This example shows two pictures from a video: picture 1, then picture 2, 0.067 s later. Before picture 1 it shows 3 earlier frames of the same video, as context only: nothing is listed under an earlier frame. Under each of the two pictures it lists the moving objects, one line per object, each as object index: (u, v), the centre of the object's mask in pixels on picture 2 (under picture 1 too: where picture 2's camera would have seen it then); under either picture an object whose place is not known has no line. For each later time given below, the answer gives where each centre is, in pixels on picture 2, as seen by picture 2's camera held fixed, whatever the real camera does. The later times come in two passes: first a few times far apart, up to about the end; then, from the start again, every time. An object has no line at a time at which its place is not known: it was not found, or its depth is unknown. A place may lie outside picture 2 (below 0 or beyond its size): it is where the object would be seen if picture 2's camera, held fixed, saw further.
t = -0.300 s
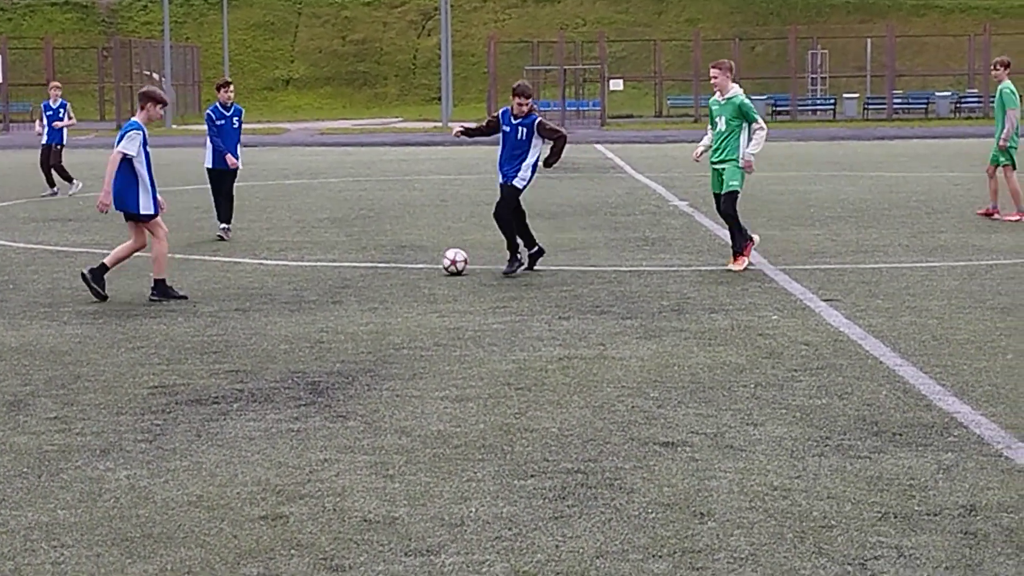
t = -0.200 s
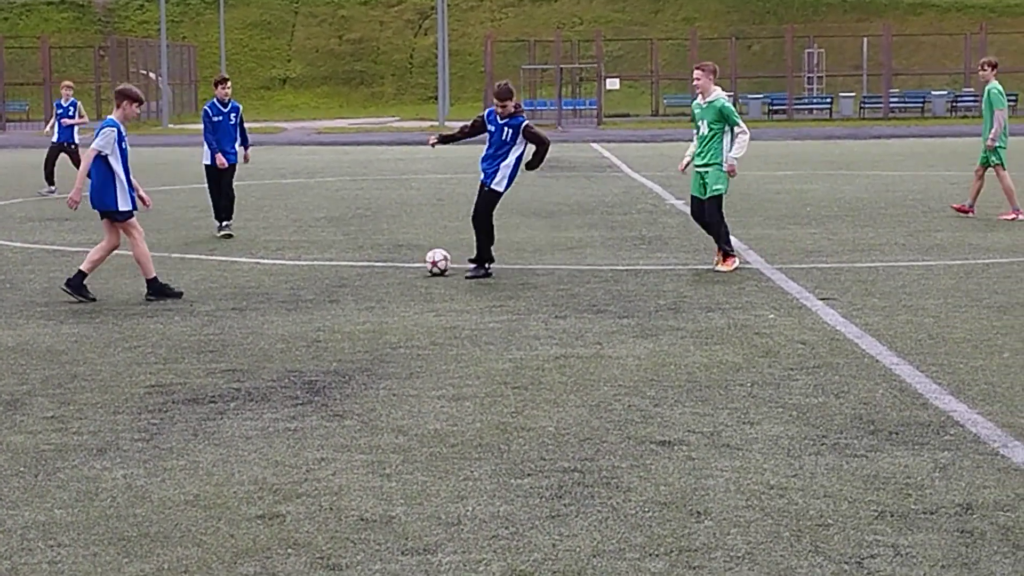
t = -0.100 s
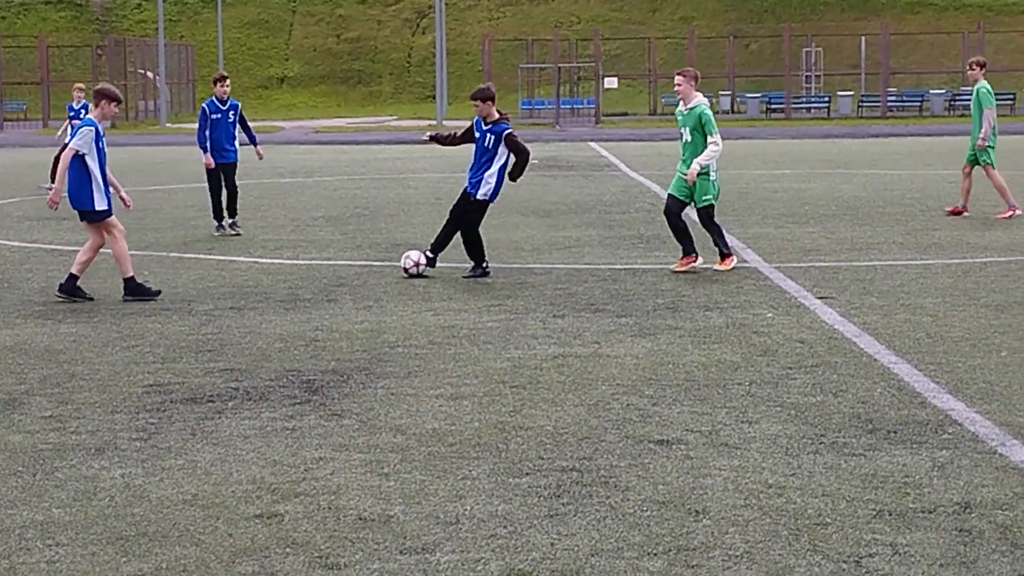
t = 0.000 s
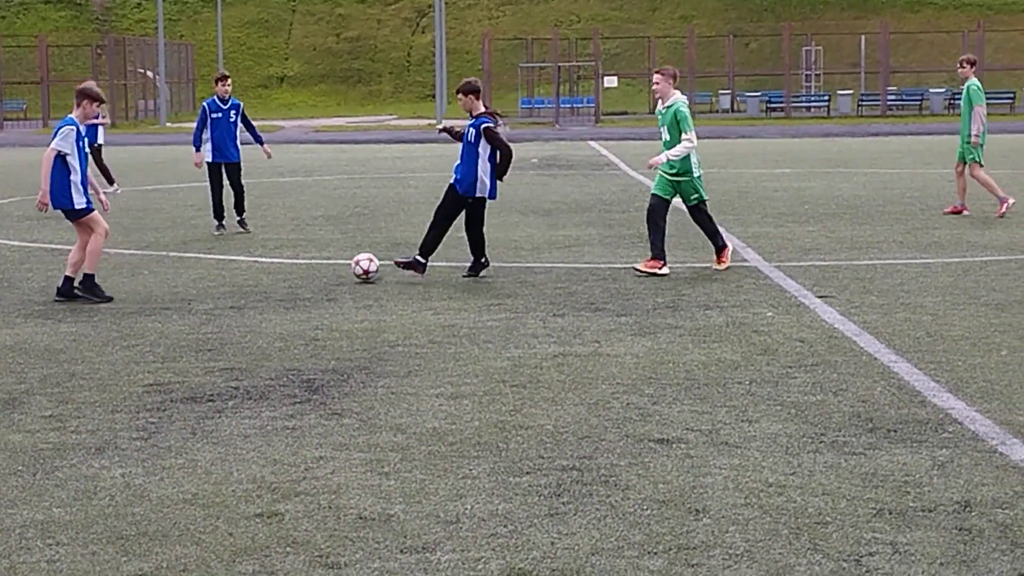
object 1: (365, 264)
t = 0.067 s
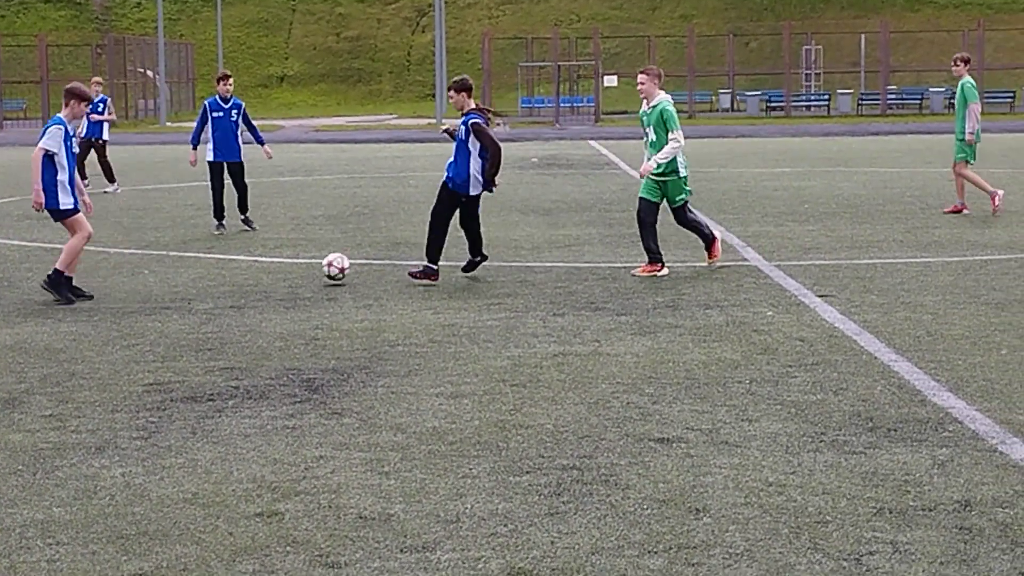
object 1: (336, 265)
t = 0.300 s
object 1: (238, 280)
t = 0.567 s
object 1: (129, 295)
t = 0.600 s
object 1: (114, 295)
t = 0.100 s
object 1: (321, 269)
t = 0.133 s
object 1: (305, 273)
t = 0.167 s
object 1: (291, 278)
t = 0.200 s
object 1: (278, 277)
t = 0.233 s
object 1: (265, 276)
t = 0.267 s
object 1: (252, 277)
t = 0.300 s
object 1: (238, 280)
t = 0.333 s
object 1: (226, 284)
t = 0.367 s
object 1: (212, 287)
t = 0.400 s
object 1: (199, 286)
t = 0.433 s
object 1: (185, 286)
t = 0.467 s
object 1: (171, 289)
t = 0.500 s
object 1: (157, 293)
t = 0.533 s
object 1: (143, 295)
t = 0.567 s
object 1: (129, 295)
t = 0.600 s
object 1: (114, 295)
